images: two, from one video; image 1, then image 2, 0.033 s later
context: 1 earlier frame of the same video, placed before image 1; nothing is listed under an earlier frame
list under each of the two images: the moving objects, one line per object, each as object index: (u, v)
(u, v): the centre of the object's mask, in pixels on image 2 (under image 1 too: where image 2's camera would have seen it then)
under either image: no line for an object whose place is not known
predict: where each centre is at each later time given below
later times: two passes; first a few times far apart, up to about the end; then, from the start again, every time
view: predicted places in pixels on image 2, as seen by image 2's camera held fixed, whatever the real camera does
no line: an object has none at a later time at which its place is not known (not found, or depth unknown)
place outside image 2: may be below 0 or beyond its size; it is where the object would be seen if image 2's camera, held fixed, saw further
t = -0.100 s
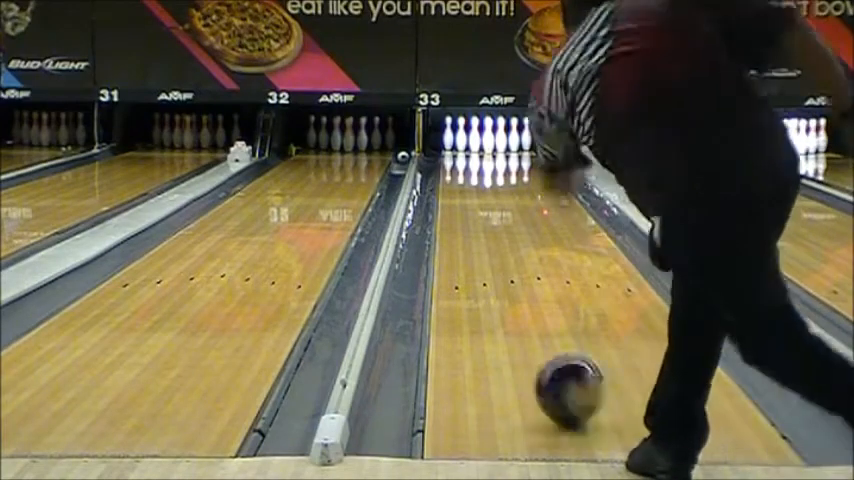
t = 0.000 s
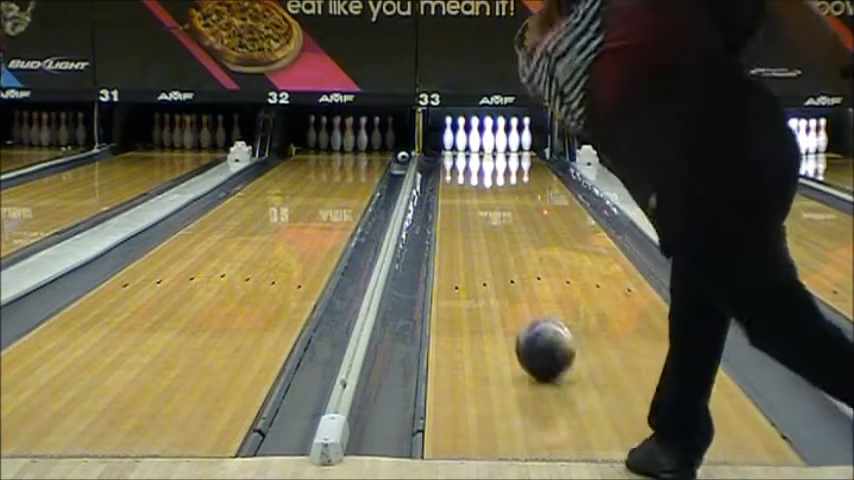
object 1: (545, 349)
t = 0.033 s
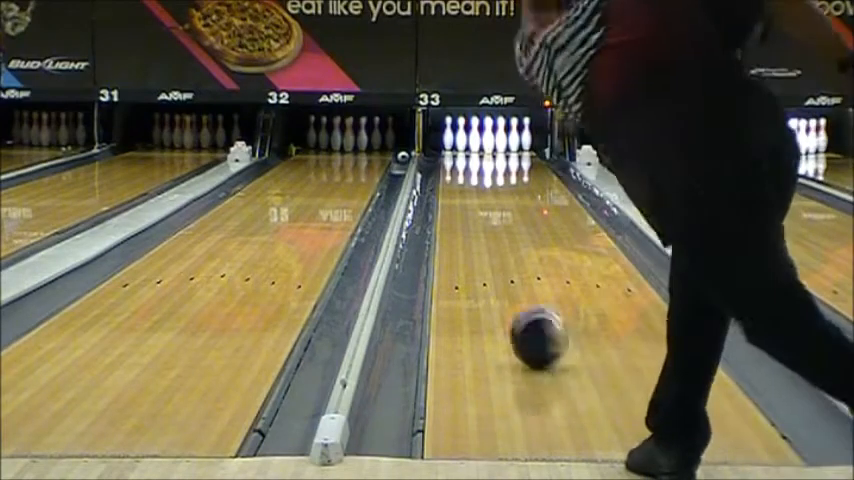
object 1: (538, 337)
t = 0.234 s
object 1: (508, 283)
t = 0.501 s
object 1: (483, 236)
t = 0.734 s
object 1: (469, 209)
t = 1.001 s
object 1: (460, 187)
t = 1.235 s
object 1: (456, 172)
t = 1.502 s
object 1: (458, 162)
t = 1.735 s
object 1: (466, 152)
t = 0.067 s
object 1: (532, 326)
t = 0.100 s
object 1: (527, 316)
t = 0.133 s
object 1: (522, 307)
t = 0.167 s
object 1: (516, 299)
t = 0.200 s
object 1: (512, 291)
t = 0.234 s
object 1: (508, 283)
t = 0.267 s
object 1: (504, 276)
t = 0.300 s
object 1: (501, 269)
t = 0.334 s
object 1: (497, 263)
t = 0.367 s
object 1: (493, 258)
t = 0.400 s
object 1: (490, 252)
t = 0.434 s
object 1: (487, 246)
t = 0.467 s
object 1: (486, 240)
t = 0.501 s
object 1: (483, 236)
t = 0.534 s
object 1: (480, 232)
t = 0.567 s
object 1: (478, 227)
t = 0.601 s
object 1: (476, 224)
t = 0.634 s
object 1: (475, 219)
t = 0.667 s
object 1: (473, 216)
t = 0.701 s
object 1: (470, 213)
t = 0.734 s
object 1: (469, 209)
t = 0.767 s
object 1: (468, 207)
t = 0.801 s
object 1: (466, 203)
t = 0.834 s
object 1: (466, 200)
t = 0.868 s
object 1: (463, 198)
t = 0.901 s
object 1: (462, 195)
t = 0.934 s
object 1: (462, 193)
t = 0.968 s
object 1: (461, 189)
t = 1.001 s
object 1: (460, 187)
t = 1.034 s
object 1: (459, 185)
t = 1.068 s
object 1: (458, 182)
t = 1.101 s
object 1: (458, 180)
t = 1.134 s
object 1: (458, 178)
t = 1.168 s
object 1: (458, 177)
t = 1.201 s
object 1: (456, 175)
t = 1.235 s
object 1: (456, 172)
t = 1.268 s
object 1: (456, 171)
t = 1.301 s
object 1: (455, 169)
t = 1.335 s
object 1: (457, 168)
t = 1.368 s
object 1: (456, 166)
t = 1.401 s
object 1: (456, 165)
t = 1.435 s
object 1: (456, 163)
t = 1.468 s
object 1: (457, 162)
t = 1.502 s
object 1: (458, 162)
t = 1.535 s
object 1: (459, 160)
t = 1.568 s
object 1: (462, 161)
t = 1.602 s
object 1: (460, 156)
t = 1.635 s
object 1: (462, 155)
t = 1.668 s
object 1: (463, 154)
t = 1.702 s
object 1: (463, 153)
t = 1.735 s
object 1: (466, 152)
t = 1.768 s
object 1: (468, 151)
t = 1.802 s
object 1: (469, 150)
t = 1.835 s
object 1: (472, 150)
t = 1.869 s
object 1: (473, 149)
